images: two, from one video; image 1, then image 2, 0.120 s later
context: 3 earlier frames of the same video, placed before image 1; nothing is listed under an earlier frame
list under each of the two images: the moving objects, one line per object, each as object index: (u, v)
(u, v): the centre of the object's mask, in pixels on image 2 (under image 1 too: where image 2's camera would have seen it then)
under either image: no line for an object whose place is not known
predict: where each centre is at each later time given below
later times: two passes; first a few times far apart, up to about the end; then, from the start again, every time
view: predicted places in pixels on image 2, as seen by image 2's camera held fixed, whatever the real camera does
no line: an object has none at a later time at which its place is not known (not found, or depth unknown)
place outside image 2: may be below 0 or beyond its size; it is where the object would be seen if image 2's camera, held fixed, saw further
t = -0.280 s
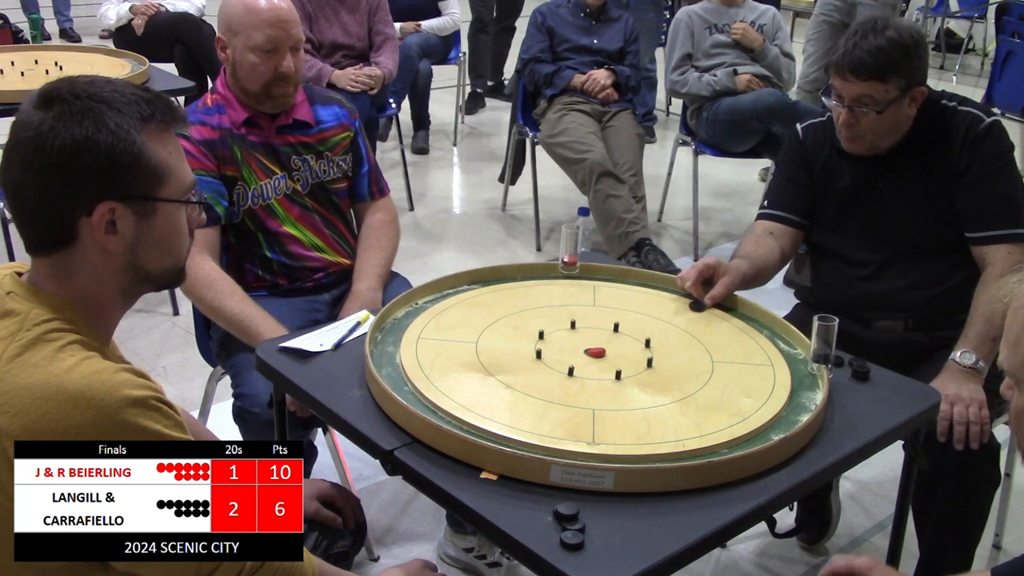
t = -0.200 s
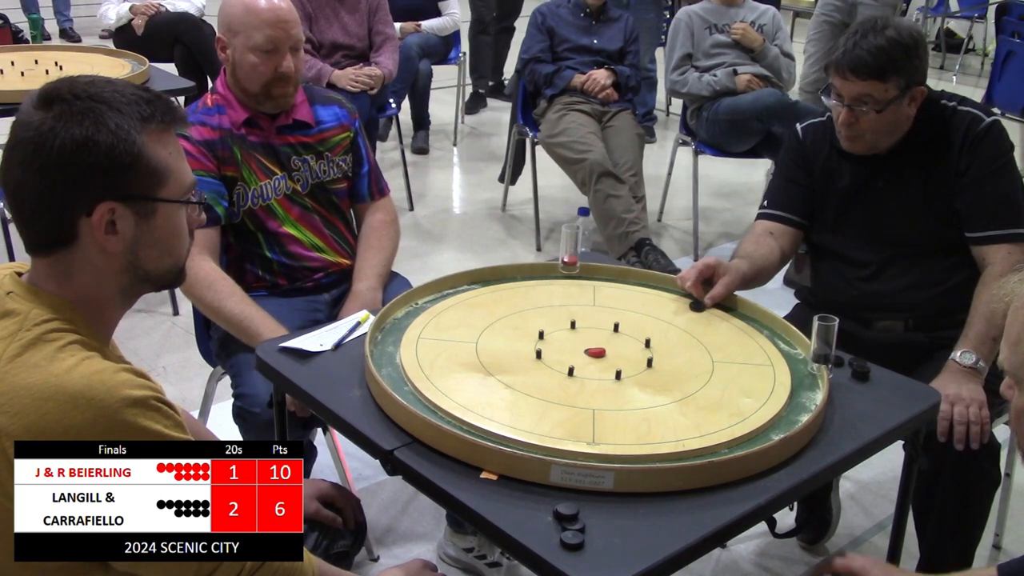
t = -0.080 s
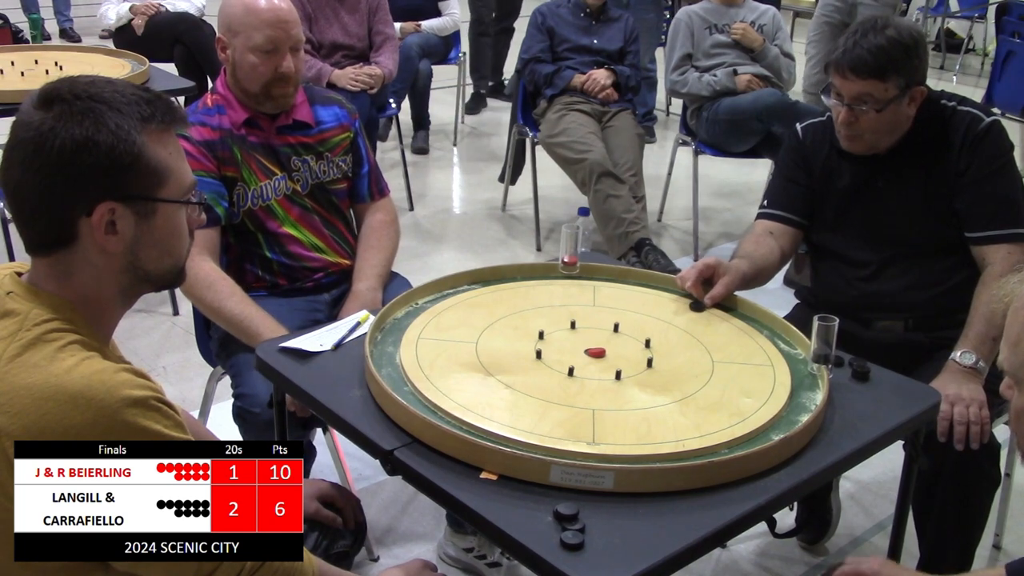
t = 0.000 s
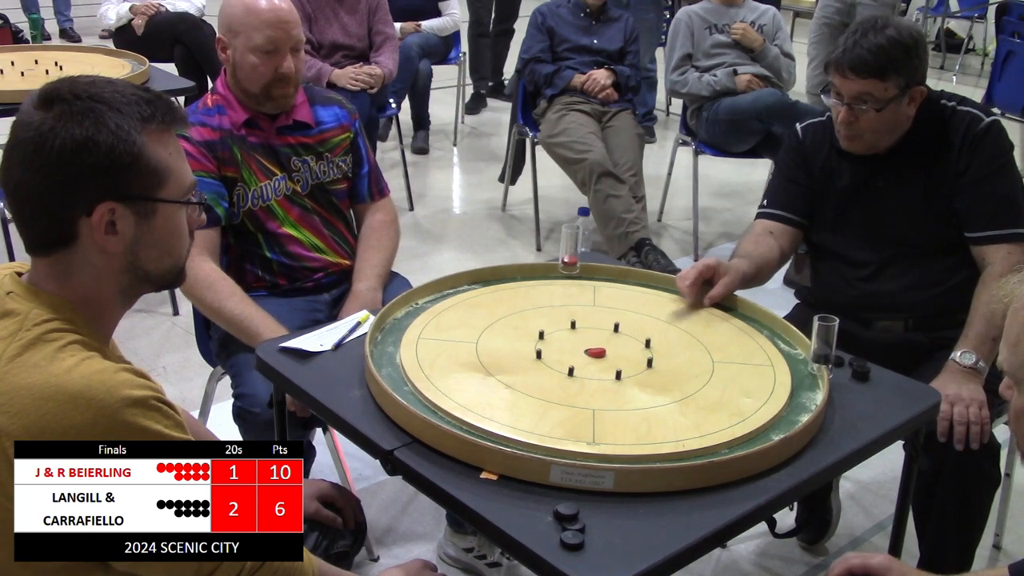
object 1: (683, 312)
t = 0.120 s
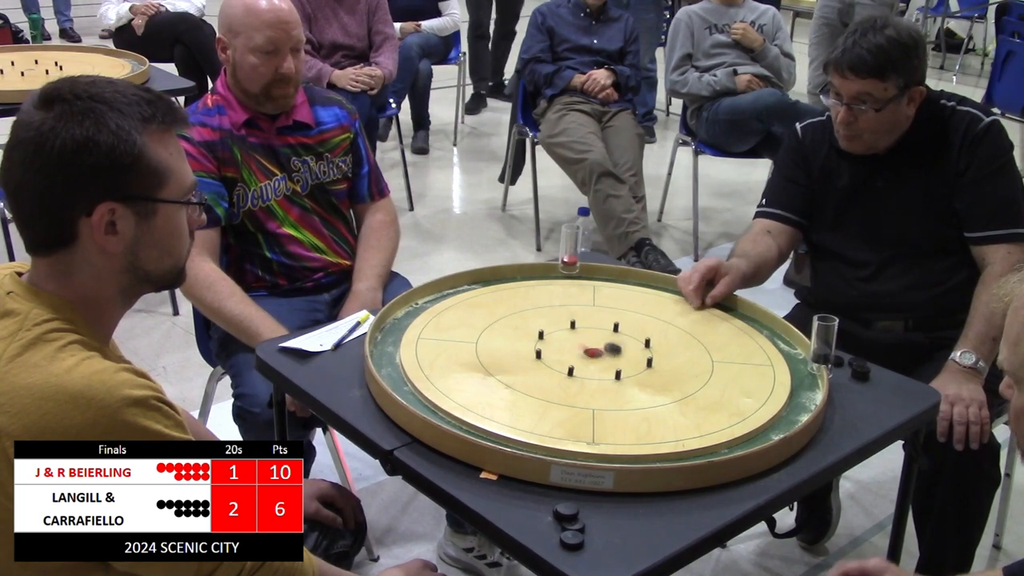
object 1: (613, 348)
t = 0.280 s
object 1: (624, 368)
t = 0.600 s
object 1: (642, 349)
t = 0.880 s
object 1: (642, 348)
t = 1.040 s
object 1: (642, 348)
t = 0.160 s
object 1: (616, 360)
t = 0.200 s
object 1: (618, 364)
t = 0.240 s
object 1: (620, 369)
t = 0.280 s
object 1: (624, 368)
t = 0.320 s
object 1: (626, 365)
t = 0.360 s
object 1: (631, 360)
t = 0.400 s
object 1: (633, 358)
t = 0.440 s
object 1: (637, 353)
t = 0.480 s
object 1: (639, 352)
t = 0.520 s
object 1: (641, 351)
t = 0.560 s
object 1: (642, 350)
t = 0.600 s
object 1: (642, 349)
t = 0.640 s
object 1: (642, 349)
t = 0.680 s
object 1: (642, 349)
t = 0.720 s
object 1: (642, 348)
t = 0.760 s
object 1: (642, 349)
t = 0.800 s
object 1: (642, 348)
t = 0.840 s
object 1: (642, 348)
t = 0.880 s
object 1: (642, 348)
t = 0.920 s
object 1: (642, 349)
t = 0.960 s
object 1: (642, 349)
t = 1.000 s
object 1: (642, 348)
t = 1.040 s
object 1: (642, 348)
